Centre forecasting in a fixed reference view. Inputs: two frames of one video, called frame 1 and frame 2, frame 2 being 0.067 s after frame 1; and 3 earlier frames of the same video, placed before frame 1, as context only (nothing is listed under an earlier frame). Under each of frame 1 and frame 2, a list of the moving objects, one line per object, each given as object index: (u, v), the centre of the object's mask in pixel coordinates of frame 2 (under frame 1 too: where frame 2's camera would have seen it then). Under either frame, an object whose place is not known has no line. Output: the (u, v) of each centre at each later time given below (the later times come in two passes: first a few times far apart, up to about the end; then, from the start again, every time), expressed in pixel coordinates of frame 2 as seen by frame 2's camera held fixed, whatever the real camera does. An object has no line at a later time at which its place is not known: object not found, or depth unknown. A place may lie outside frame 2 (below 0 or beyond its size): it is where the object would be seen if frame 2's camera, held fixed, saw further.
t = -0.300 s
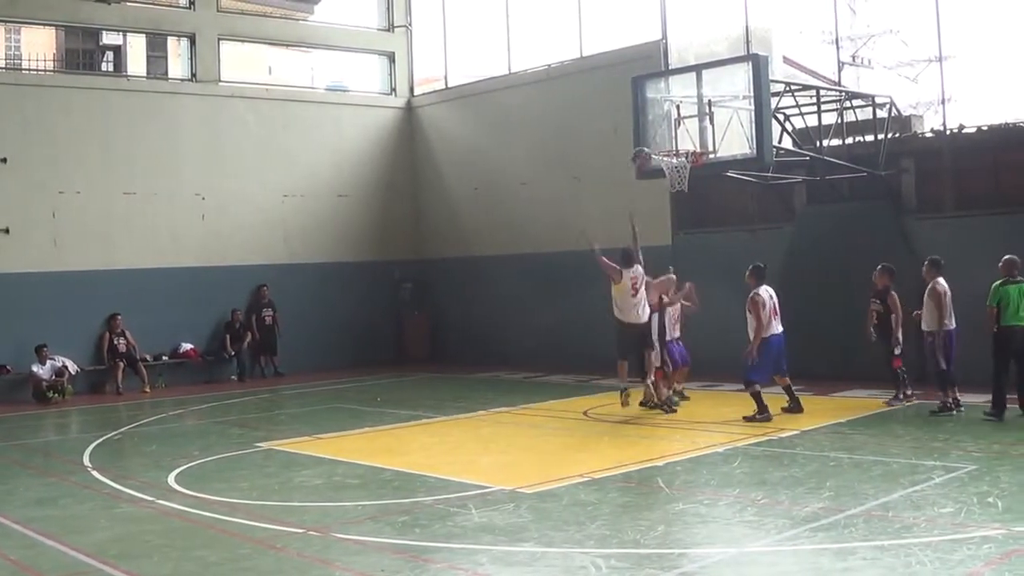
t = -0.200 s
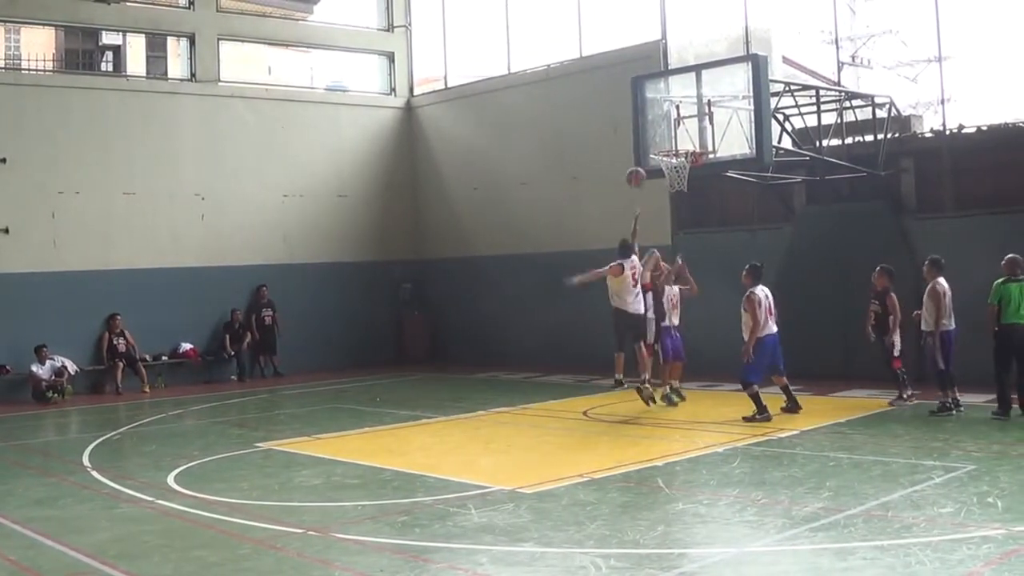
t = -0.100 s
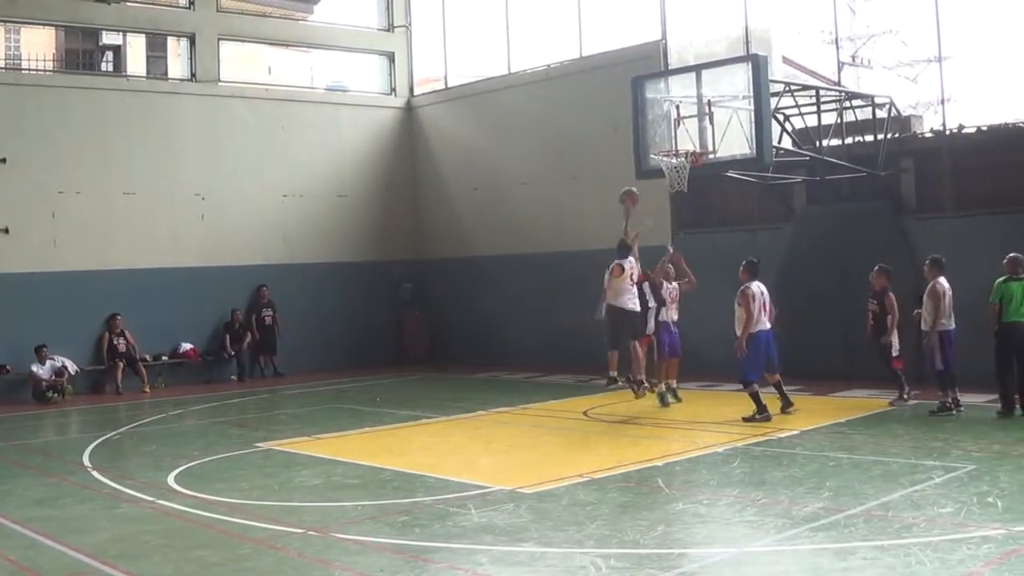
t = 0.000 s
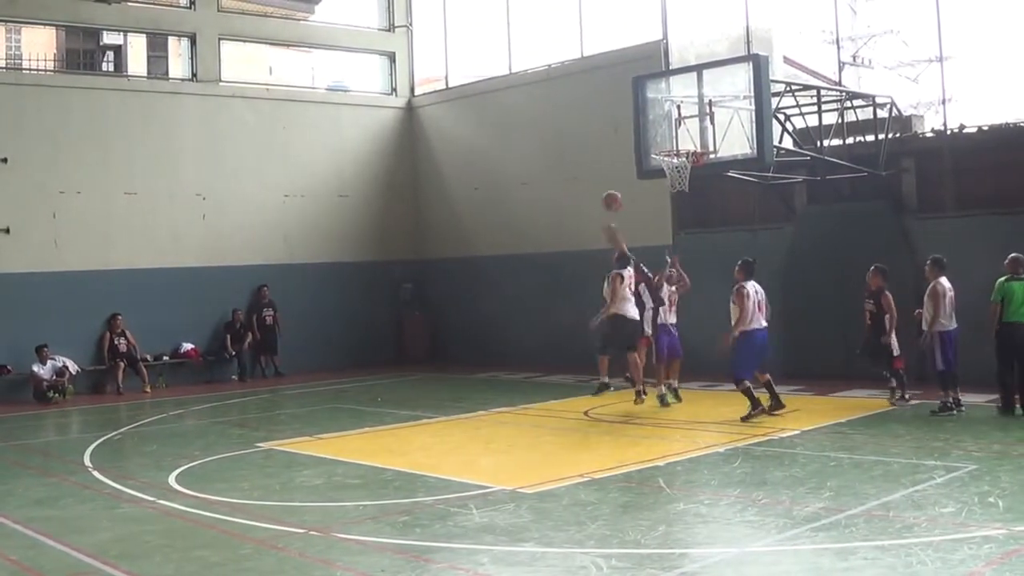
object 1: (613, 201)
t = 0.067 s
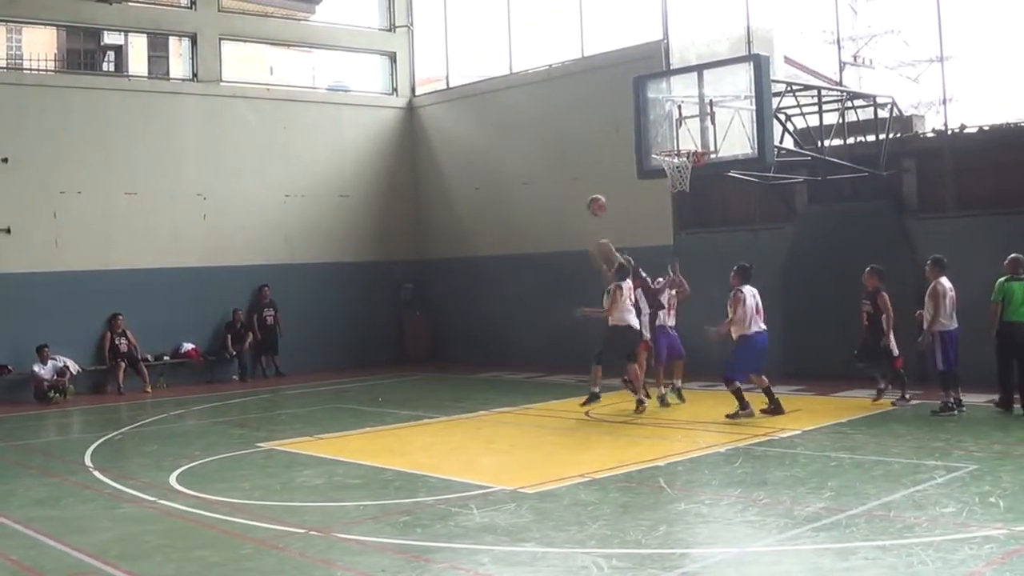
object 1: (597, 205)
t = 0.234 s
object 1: (555, 234)
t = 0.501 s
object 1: (483, 343)
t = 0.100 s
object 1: (588, 209)
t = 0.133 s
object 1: (579, 213)
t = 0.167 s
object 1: (571, 219)
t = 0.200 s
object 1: (563, 226)
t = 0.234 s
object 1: (555, 234)
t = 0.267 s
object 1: (546, 243)
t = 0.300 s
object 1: (537, 254)
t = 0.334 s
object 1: (529, 266)
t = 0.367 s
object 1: (520, 279)
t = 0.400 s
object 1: (511, 293)
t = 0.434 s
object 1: (502, 309)
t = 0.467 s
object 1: (492, 325)
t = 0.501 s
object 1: (483, 343)
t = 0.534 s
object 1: (473, 362)
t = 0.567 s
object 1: (464, 382)
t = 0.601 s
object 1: (454, 403)
